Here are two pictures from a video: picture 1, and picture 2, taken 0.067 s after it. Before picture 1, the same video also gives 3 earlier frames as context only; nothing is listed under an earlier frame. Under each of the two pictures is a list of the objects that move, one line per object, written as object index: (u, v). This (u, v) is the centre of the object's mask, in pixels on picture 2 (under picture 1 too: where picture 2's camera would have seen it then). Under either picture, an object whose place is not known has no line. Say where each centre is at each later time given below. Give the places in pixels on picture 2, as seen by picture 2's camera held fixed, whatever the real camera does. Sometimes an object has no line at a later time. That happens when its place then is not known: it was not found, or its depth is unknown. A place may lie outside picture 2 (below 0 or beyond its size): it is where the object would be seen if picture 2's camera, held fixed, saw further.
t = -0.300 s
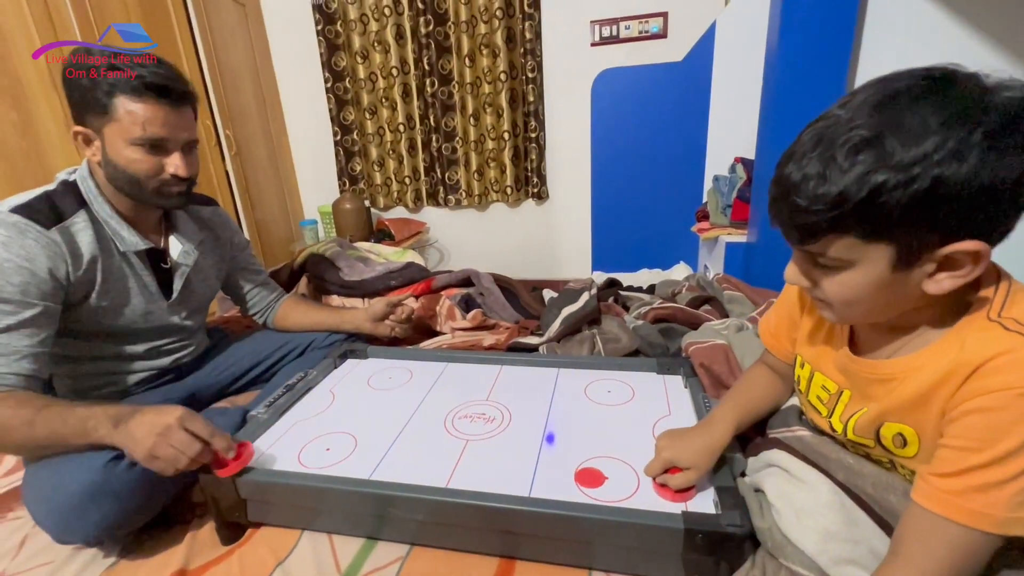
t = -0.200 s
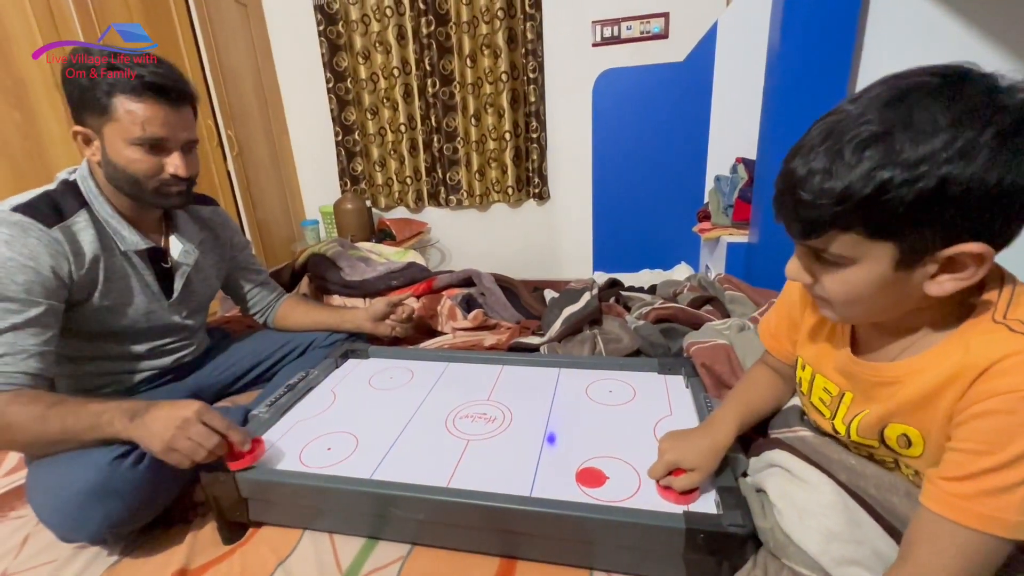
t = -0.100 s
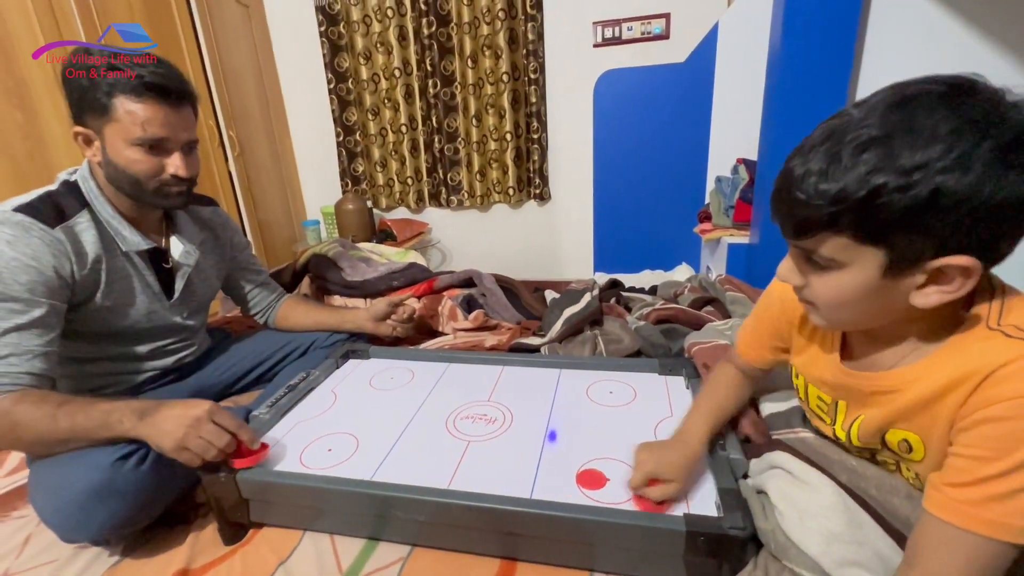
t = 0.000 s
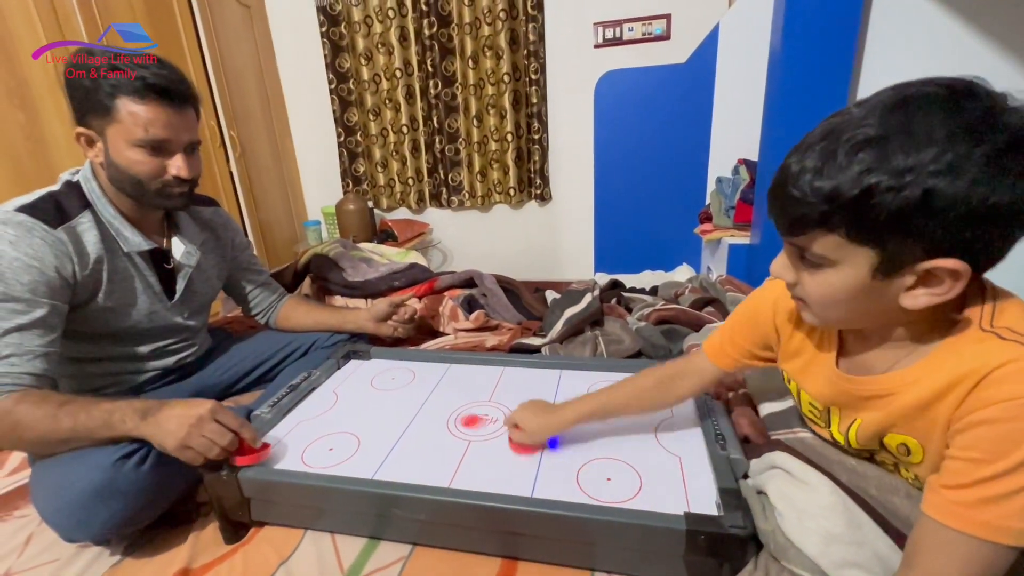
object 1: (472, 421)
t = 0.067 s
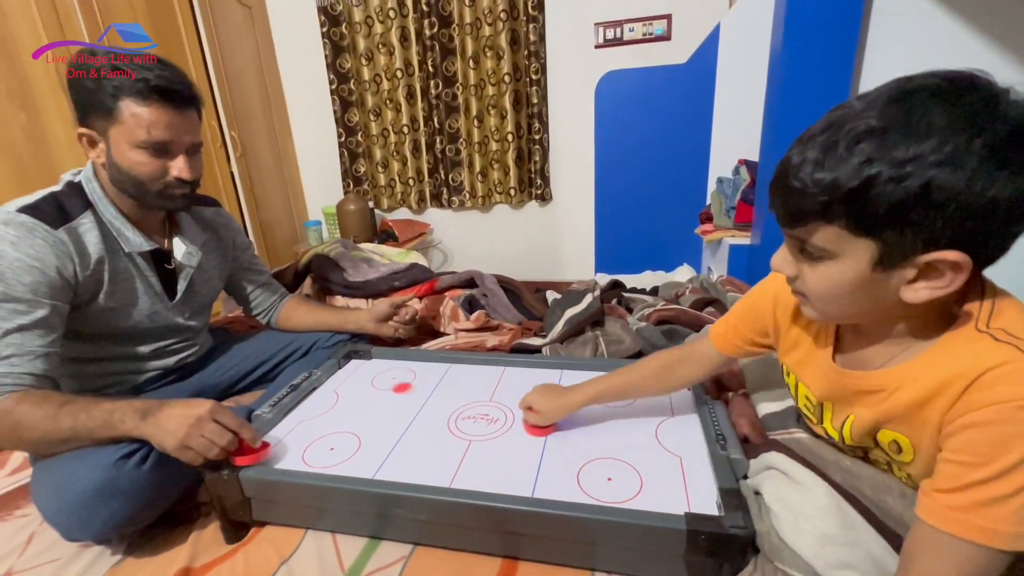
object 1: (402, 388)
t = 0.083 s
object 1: (387, 380)
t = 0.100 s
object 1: (375, 374)
